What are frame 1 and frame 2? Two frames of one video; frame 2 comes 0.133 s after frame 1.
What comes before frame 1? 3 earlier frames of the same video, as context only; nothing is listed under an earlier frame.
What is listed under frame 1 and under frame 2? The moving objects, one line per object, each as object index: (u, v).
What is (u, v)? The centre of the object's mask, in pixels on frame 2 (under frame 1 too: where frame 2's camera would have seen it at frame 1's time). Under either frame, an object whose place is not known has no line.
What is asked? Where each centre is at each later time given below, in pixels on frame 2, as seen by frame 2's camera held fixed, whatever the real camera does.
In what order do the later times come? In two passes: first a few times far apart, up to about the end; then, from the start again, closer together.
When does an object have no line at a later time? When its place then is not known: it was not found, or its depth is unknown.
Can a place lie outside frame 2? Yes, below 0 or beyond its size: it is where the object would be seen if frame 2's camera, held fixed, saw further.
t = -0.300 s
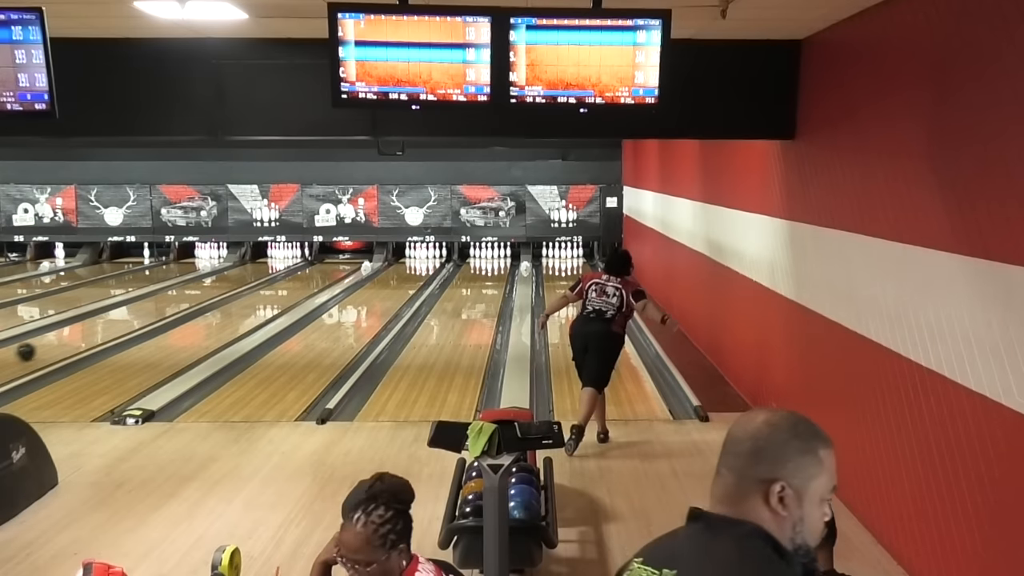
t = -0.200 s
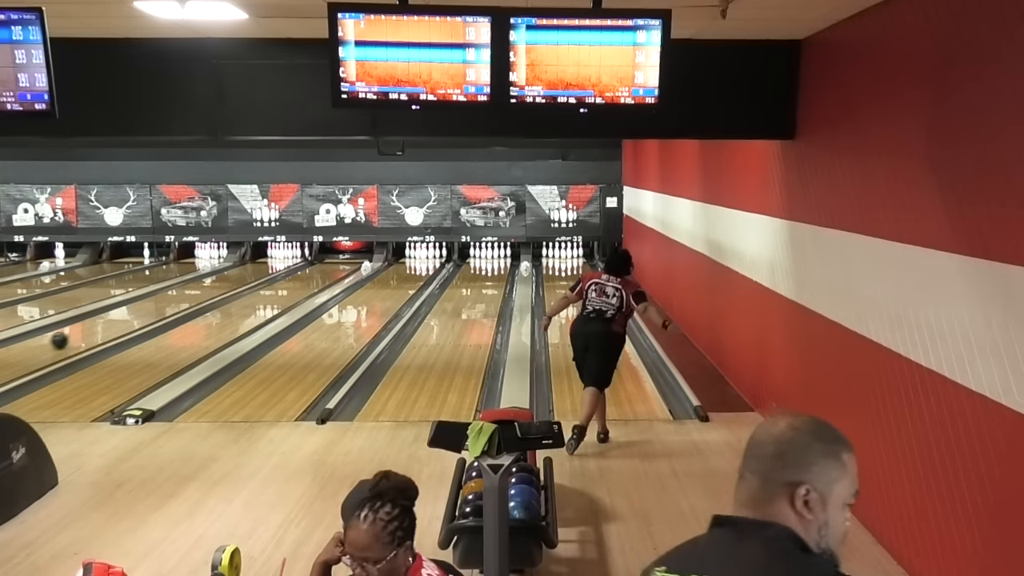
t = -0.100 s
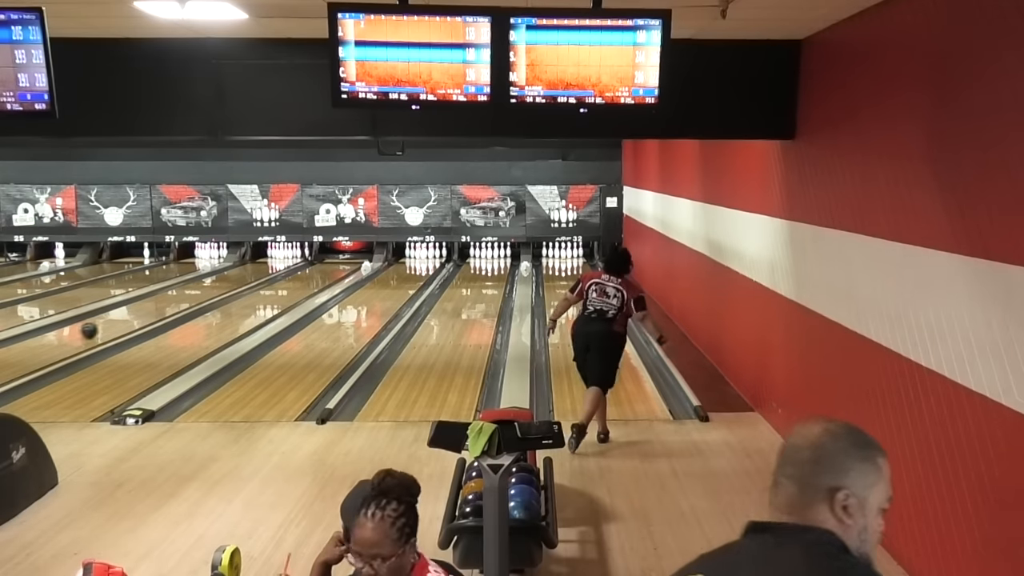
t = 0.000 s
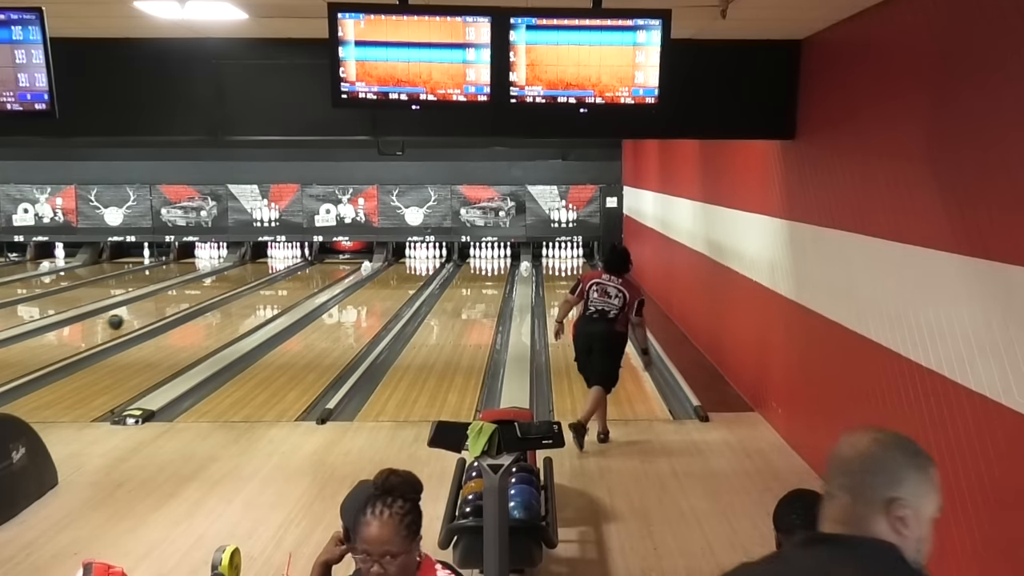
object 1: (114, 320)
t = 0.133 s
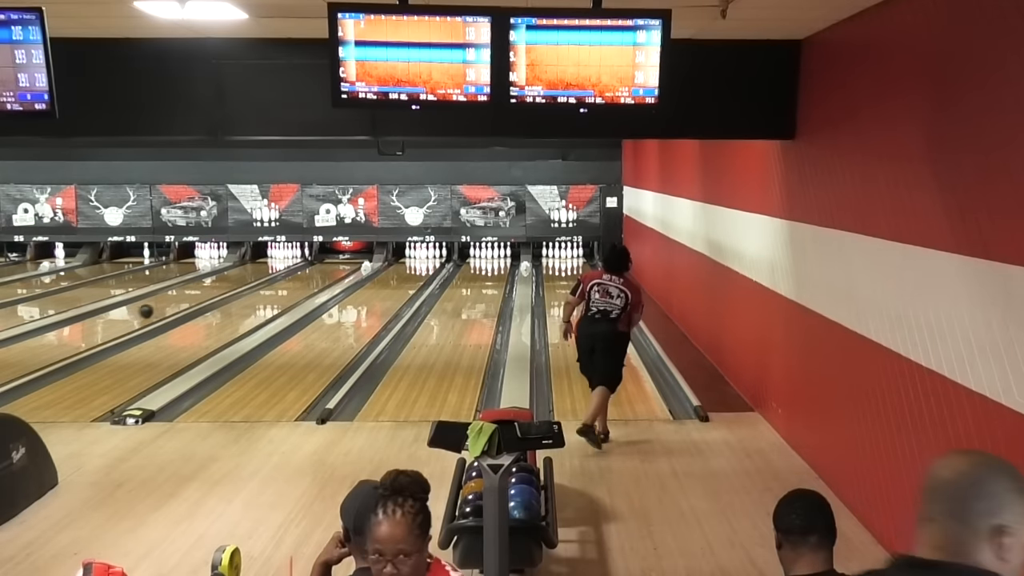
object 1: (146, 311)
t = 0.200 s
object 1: (159, 306)
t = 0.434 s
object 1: (199, 292)
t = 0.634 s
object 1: (227, 282)
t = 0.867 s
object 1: (252, 273)
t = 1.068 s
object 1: (267, 266)
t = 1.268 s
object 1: (278, 260)
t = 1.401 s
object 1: (282, 257)
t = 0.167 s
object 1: (152, 308)
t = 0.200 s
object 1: (159, 306)
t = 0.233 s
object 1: (165, 303)
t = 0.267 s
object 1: (172, 302)
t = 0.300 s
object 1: (177, 300)
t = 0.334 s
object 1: (184, 298)
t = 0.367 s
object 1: (189, 295)
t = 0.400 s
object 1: (194, 294)
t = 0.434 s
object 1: (199, 292)
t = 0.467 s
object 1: (204, 290)
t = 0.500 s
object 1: (209, 288)
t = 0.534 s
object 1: (214, 286)
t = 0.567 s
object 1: (217, 285)
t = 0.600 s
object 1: (222, 283)
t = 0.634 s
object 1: (227, 282)
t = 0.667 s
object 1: (230, 280)
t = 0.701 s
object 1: (235, 279)
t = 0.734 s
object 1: (238, 278)
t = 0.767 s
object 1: (242, 277)
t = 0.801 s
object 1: (245, 275)
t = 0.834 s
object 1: (249, 274)
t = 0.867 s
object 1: (252, 273)
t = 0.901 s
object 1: (255, 272)
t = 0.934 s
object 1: (257, 271)
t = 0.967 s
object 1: (260, 270)
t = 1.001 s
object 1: (263, 269)
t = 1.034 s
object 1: (266, 267)
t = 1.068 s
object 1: (267, 266)
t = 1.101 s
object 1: (270, 265)
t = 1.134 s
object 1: (271, 264)
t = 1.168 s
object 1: (273, 263)
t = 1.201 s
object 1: (275, 262)
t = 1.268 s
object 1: (278, 260)
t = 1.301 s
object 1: (279, 259)
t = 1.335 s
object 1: (280, 258)
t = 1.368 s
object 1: (282, 258)
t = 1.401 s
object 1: (282, 257)
